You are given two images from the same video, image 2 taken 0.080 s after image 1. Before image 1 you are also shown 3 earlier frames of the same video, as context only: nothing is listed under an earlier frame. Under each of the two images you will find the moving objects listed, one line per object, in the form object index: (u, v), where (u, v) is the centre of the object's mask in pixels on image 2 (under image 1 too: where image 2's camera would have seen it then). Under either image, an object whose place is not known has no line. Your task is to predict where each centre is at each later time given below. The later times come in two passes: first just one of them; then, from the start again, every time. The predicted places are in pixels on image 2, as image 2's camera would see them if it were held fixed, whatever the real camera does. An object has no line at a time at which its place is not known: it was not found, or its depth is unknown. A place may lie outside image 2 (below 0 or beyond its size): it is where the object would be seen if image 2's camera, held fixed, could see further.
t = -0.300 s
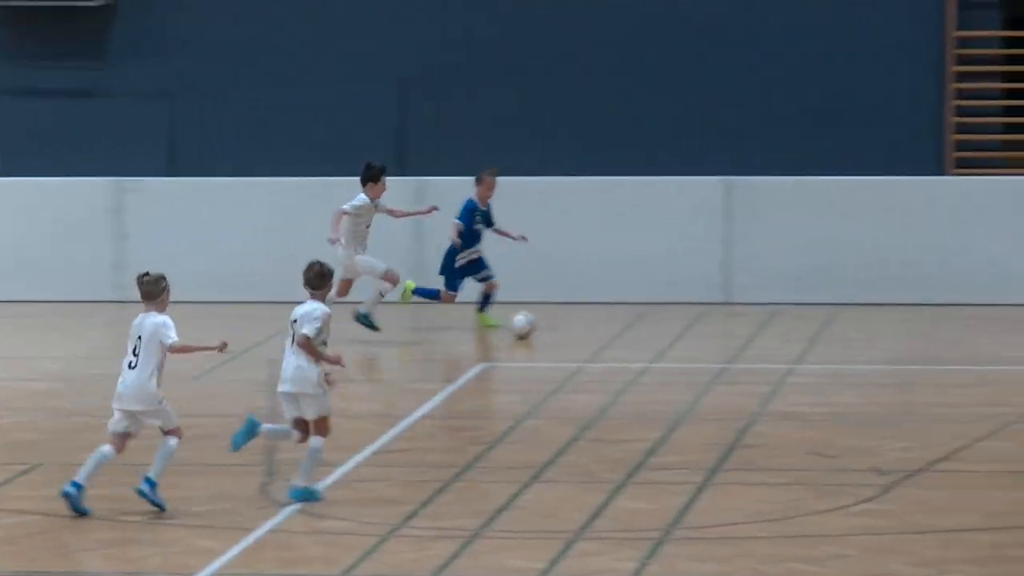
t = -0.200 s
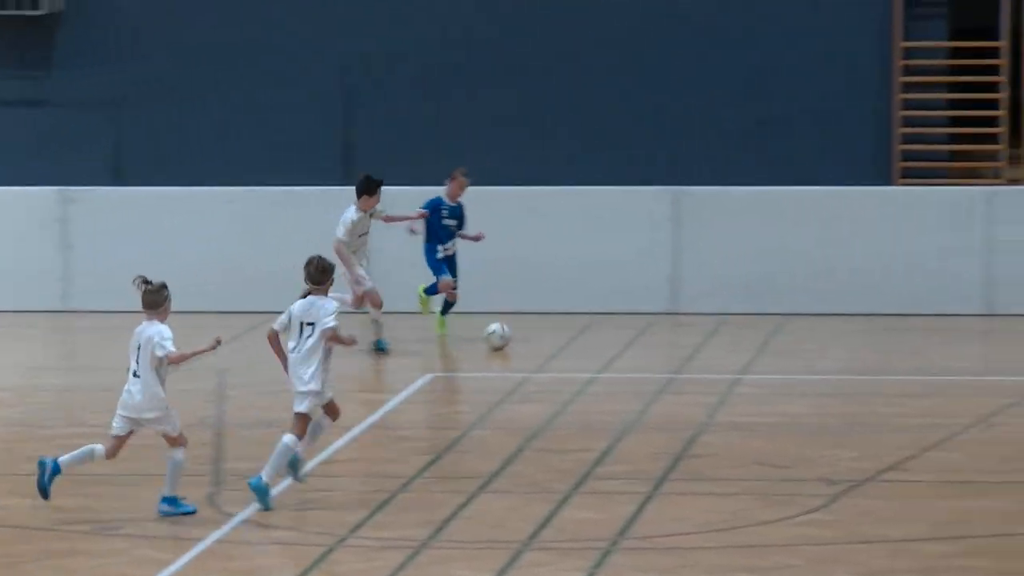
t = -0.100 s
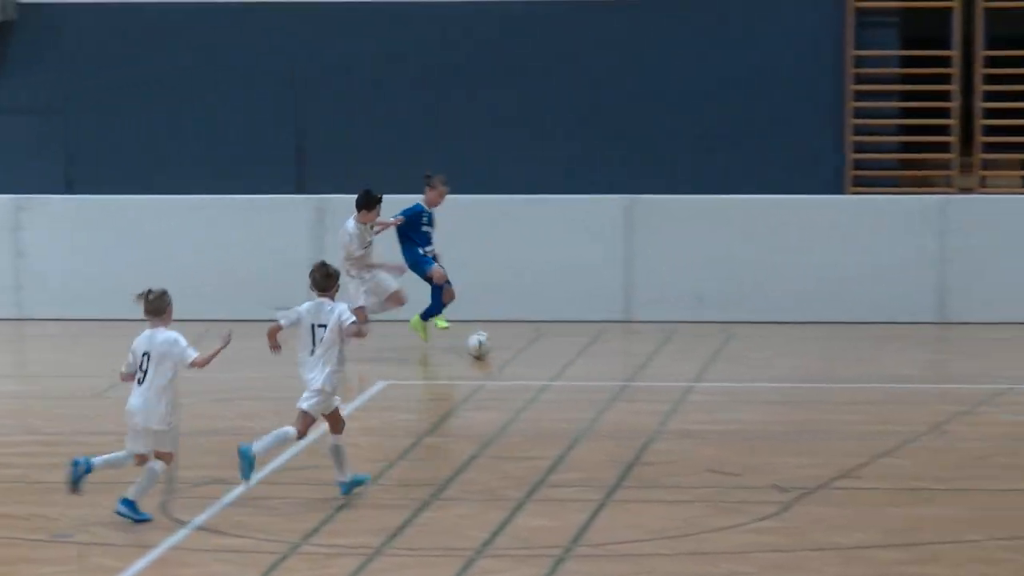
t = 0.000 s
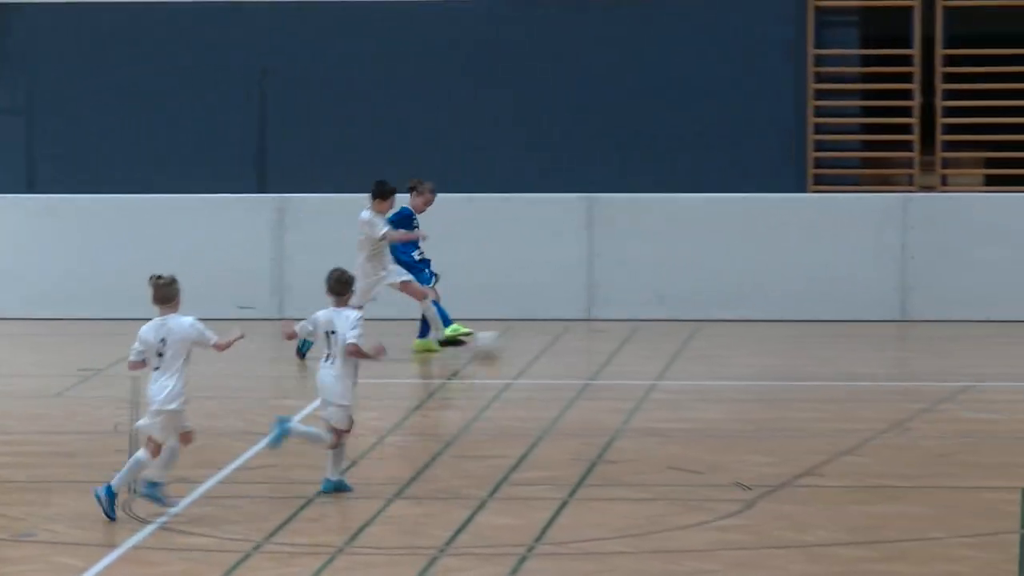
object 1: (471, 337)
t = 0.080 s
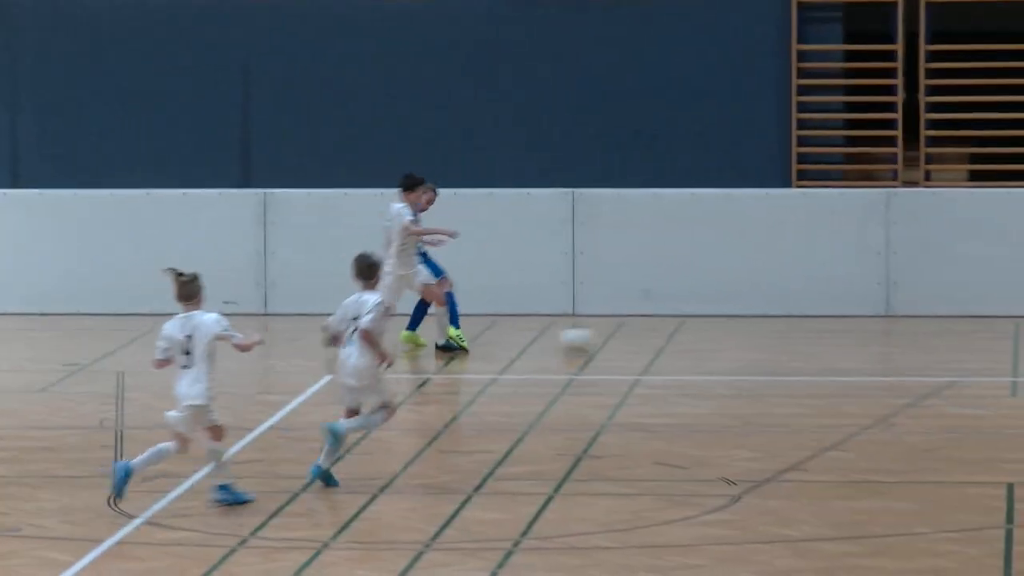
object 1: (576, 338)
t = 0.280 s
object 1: (818, 346)
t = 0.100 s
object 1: (601, 341)
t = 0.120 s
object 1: (628, 340)
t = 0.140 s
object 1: (650, 343)
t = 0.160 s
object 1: (677, 342)
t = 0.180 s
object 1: (701, 345)
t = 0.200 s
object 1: (725, 344)
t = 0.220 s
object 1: (746, 344)
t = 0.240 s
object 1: (770, 344)
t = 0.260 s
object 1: (794, 345)
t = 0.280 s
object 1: (818, 346)
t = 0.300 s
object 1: (840, 347)
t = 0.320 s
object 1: (862, 347)
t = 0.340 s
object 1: (884, 348)
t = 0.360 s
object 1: (905, 348)
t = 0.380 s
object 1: (926, 348)
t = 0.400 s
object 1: (947, 348)
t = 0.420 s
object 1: (966, 348)
